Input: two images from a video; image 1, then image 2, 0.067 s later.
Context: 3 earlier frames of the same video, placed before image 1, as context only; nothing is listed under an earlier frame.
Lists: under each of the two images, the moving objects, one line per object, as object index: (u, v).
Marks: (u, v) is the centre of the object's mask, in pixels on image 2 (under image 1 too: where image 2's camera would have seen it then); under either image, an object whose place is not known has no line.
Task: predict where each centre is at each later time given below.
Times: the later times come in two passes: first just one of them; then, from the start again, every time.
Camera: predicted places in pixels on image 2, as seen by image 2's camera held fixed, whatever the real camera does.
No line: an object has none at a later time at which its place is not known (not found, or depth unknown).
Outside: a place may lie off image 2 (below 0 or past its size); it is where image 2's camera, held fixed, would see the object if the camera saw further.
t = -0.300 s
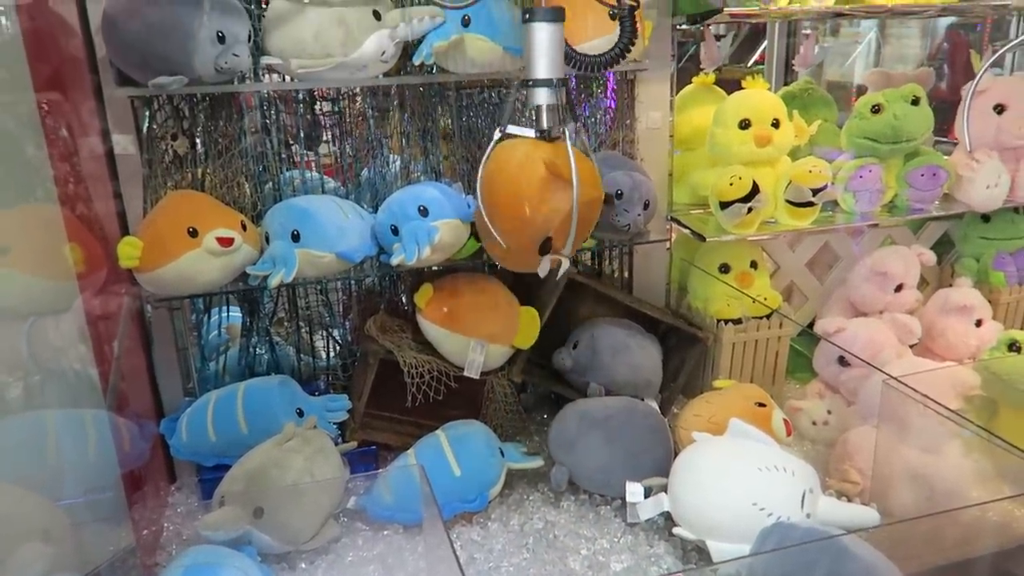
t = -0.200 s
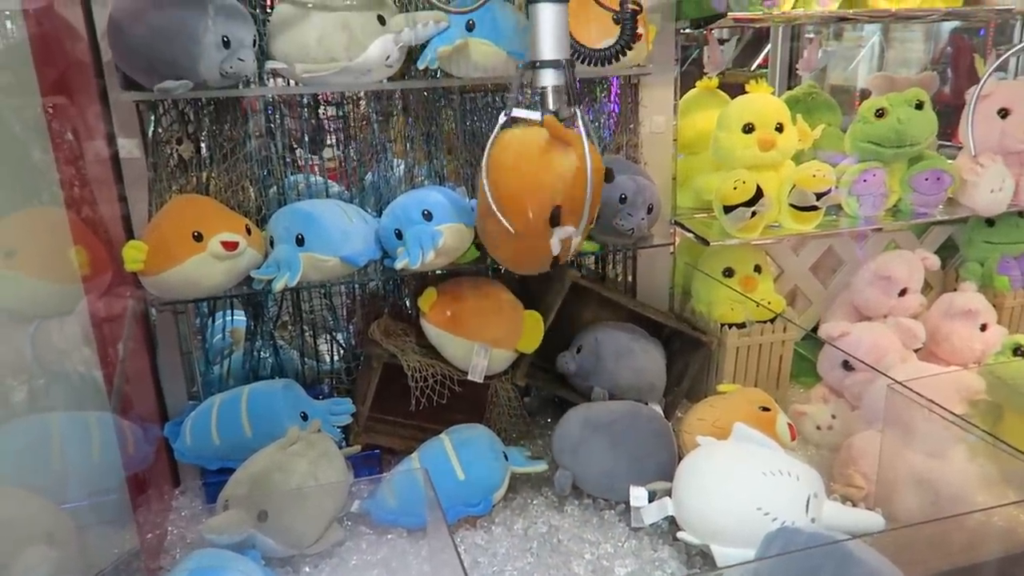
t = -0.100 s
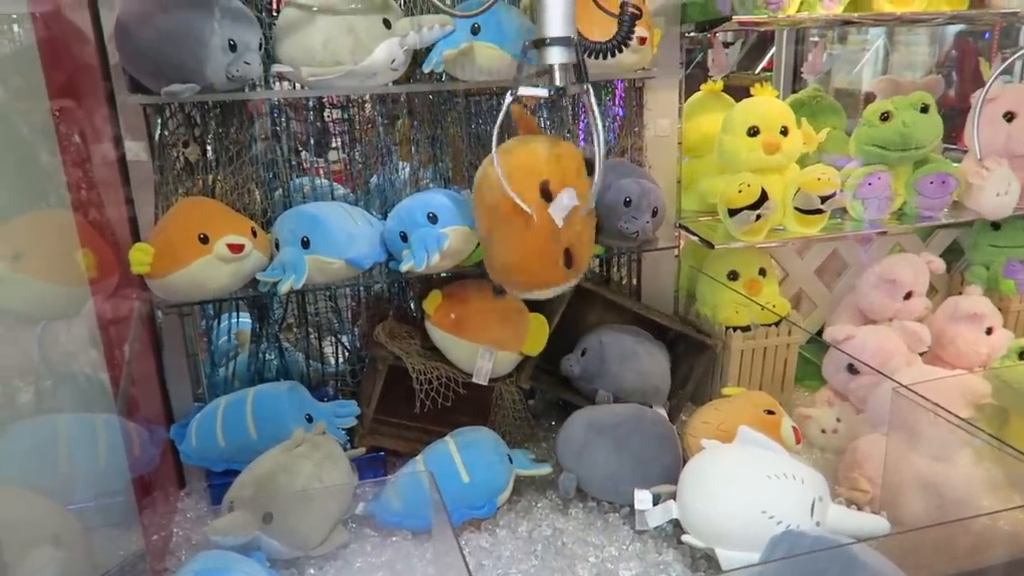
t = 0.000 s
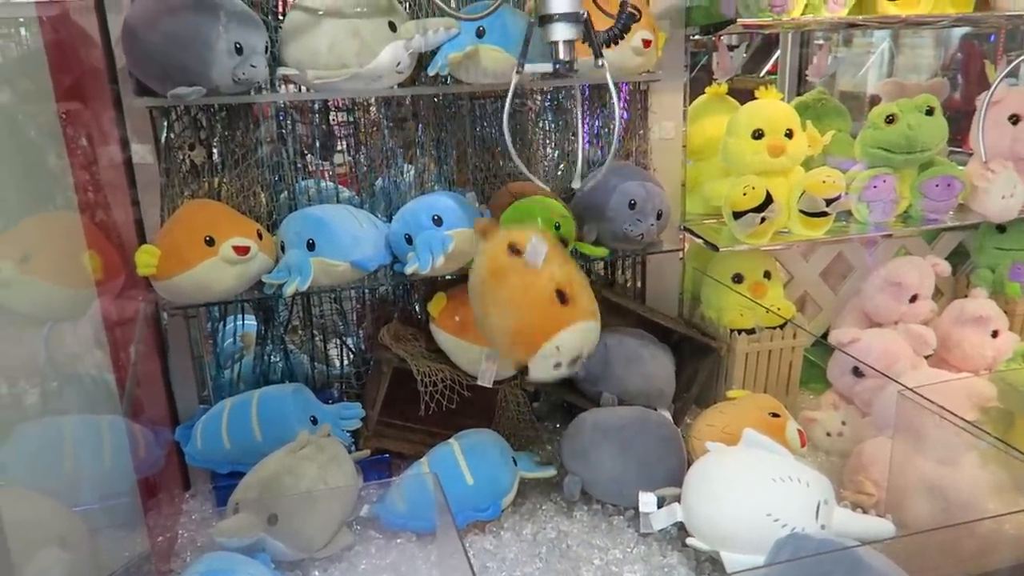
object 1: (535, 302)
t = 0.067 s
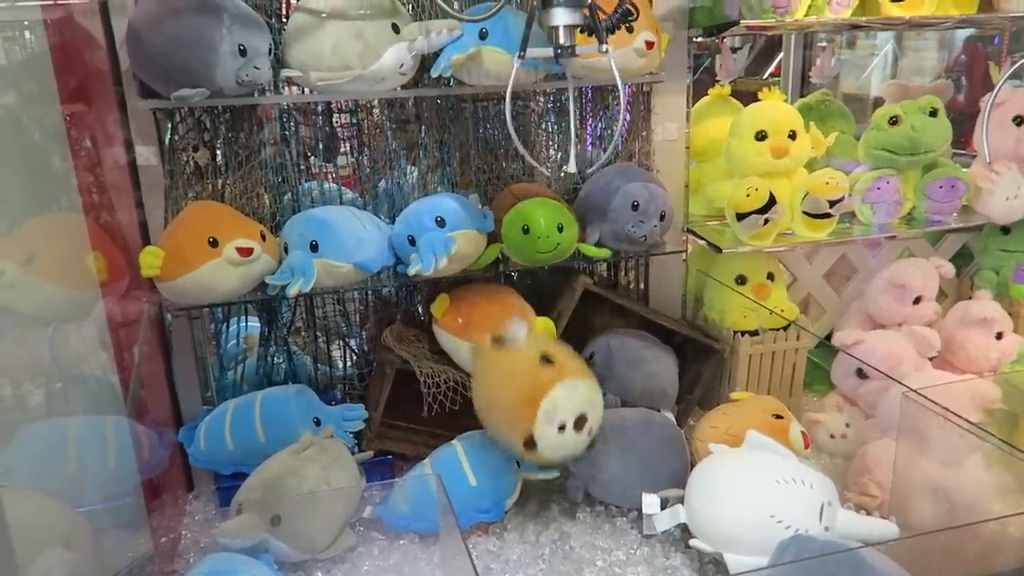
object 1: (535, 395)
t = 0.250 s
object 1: (616, 484)
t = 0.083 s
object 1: (535, 419)
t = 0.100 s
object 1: (535, 444)
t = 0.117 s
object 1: (536, 460)
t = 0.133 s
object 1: (543, 467)
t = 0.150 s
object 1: (552, 468)
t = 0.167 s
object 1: (563, 467)
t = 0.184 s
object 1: (573, 467)
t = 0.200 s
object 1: (583, 467)
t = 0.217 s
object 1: (593, 471)
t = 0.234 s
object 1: (604, 477)
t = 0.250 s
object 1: (616, 484)
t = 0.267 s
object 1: (627, 494)
